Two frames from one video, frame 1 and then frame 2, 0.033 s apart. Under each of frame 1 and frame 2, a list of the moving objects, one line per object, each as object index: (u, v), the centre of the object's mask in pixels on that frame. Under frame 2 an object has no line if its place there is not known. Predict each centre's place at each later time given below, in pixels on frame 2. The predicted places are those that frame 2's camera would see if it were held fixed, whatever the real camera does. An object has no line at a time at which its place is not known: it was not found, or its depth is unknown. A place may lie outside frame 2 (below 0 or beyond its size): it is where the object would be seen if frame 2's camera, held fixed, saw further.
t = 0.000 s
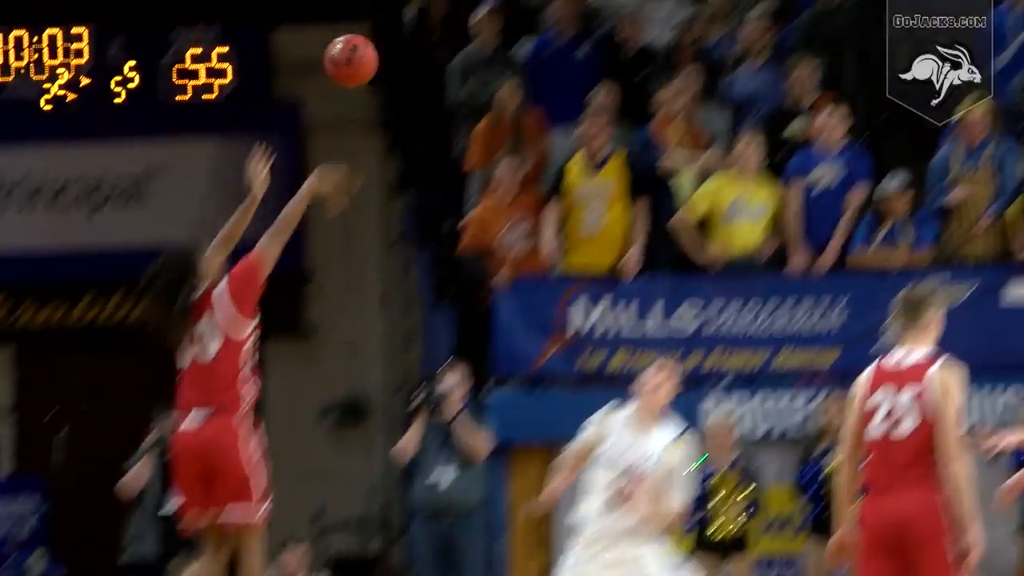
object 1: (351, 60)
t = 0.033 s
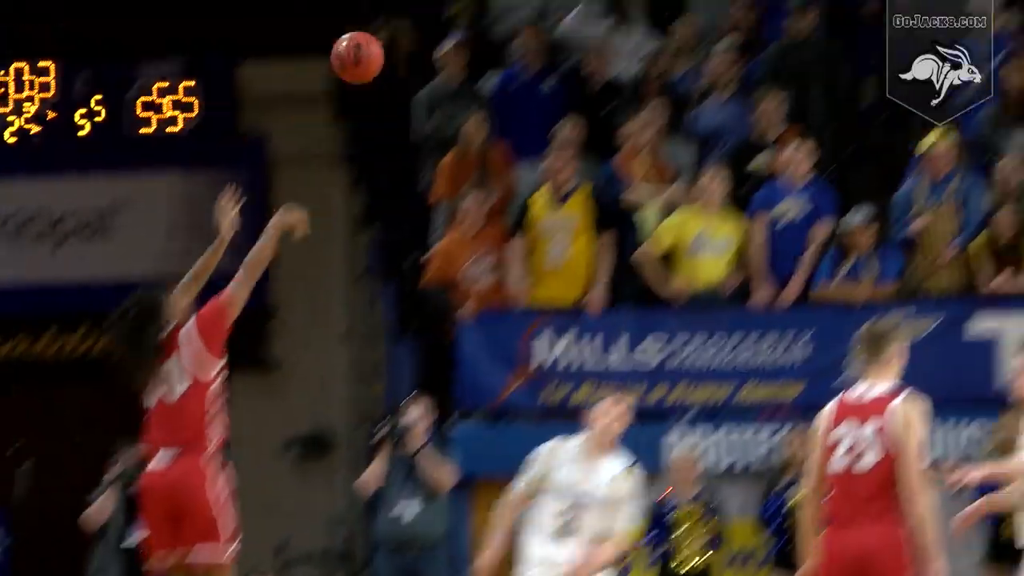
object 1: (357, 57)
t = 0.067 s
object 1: (397, 24)
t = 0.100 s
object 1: (436, -8)
